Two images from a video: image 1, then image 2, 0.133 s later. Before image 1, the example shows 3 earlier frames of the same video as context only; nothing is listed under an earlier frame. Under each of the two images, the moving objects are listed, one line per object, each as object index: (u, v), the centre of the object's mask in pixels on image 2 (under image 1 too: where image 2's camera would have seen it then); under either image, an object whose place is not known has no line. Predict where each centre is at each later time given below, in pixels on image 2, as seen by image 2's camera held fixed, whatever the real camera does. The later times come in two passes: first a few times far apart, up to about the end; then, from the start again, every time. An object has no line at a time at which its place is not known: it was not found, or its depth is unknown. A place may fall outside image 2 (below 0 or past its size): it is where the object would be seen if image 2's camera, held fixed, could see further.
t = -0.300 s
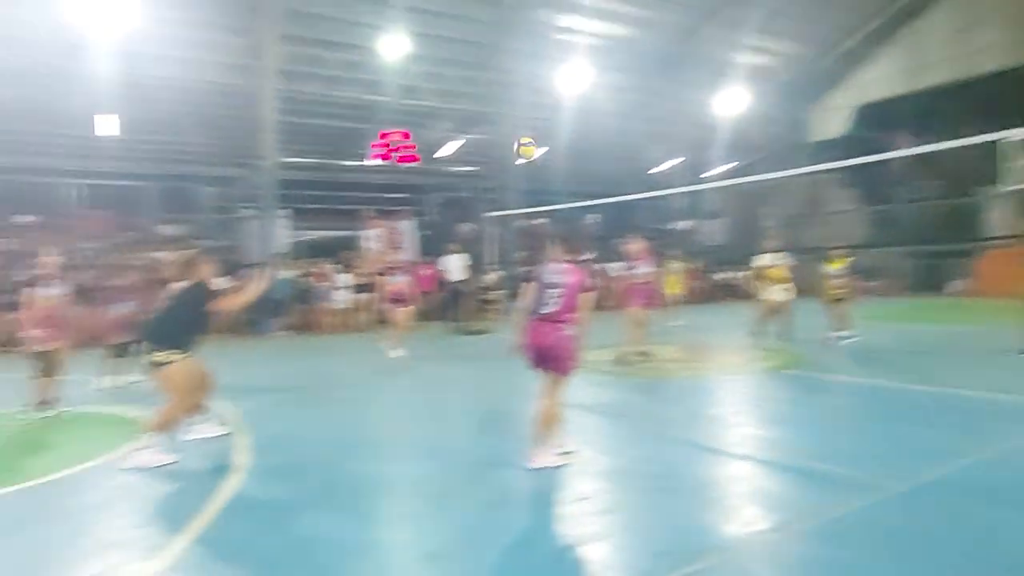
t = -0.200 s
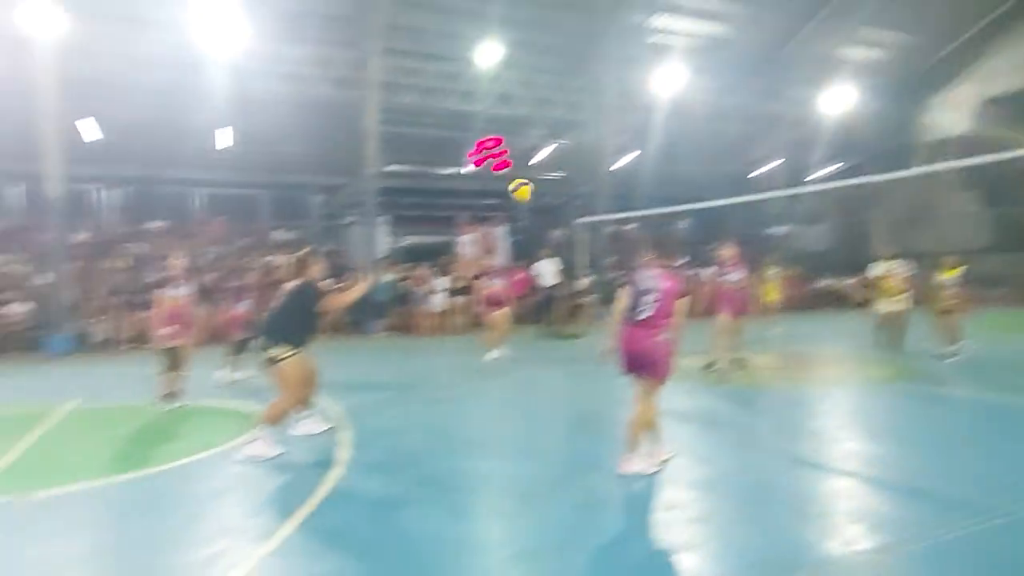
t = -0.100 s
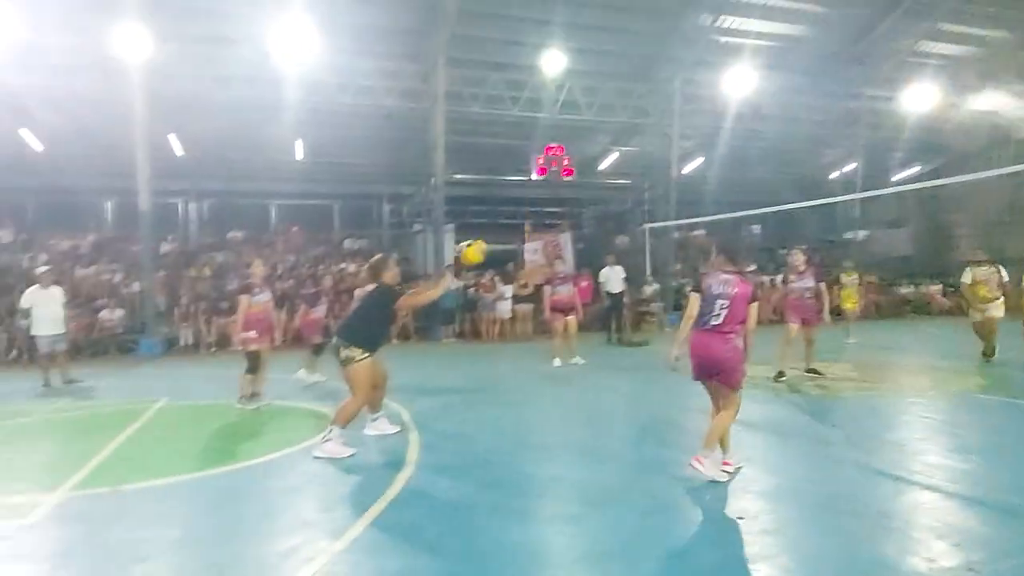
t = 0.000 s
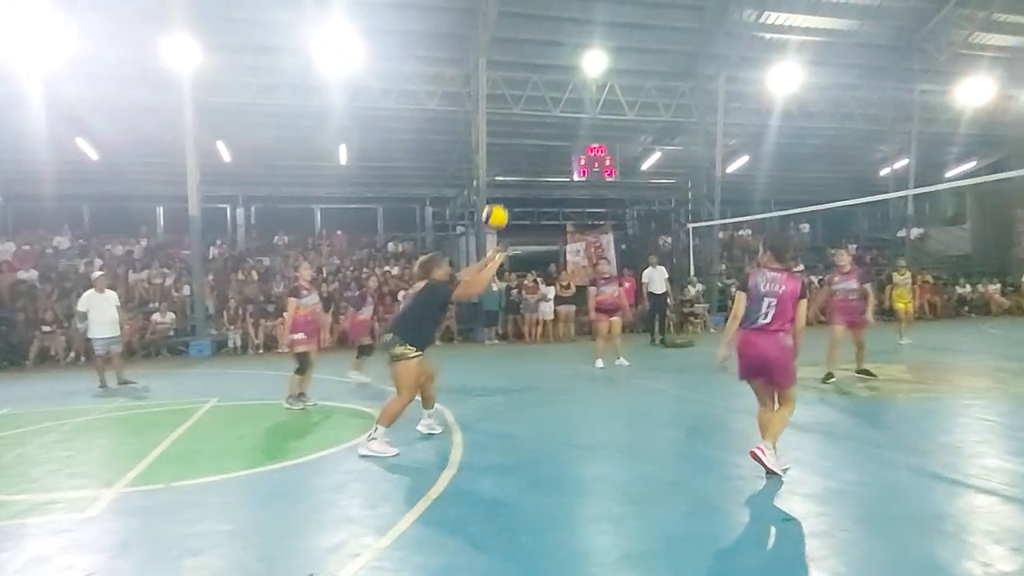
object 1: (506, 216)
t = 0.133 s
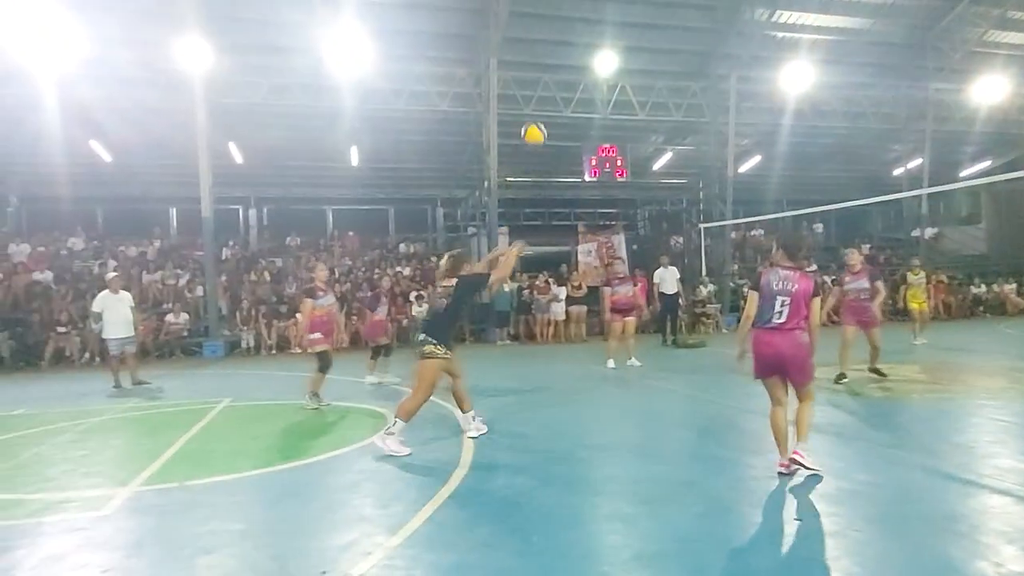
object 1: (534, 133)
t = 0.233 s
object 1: (554, 88)
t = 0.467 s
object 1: (598, 29)
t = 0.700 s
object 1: (639, 32)
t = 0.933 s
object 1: (677, 85)
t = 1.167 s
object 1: (715, 184)
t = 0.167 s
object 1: (540, 116)
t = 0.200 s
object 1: (547, 102)
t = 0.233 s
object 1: (554, 88)
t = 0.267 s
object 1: (560, 75)
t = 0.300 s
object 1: (568, 65)
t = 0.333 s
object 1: (574, 55)
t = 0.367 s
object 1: (581, 49)
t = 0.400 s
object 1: (586, 39)
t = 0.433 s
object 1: (593, 34)
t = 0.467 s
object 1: (598, 29)
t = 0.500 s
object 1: (605, 27)
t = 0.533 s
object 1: (610, 25)
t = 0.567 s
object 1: (617, 24)
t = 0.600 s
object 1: (623, 24)
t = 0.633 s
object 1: (628, 25)
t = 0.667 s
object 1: (634, 27)
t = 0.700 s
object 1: (639, 32)
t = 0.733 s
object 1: (644, 36)
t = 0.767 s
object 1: (650, 42)
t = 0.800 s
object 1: (656, 49)
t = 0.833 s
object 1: (661, 57)
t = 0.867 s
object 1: (667, 66)
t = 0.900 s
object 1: (672, 75)
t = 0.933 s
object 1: (677, 85)
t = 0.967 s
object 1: (683, 97)
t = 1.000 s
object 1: (689, 109)
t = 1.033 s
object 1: (693, 123)
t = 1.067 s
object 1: (699, 135)
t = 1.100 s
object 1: (704, 151)
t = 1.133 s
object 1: (709, 167)
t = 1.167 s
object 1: (715, 184)
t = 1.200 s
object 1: (720, 201)
